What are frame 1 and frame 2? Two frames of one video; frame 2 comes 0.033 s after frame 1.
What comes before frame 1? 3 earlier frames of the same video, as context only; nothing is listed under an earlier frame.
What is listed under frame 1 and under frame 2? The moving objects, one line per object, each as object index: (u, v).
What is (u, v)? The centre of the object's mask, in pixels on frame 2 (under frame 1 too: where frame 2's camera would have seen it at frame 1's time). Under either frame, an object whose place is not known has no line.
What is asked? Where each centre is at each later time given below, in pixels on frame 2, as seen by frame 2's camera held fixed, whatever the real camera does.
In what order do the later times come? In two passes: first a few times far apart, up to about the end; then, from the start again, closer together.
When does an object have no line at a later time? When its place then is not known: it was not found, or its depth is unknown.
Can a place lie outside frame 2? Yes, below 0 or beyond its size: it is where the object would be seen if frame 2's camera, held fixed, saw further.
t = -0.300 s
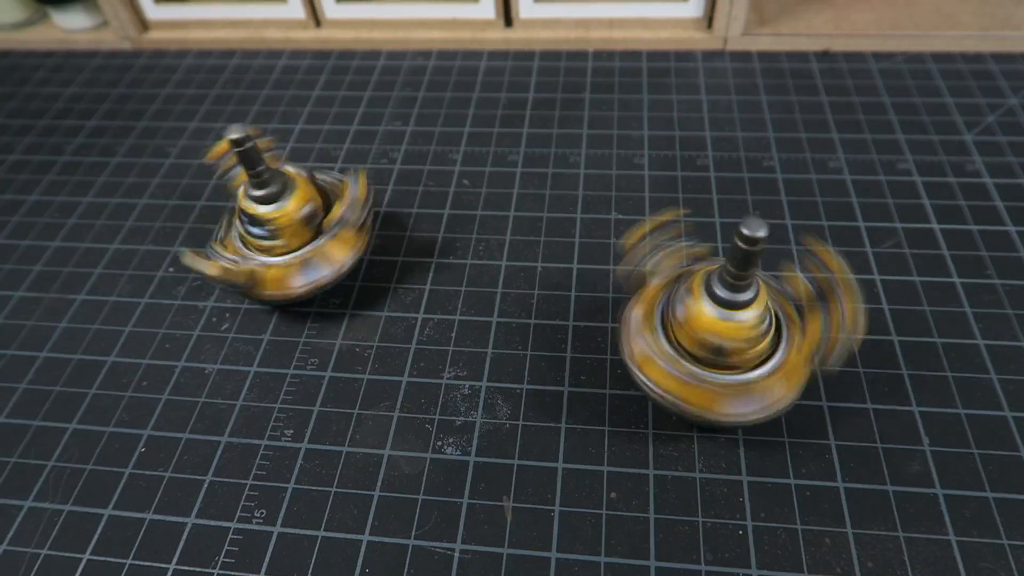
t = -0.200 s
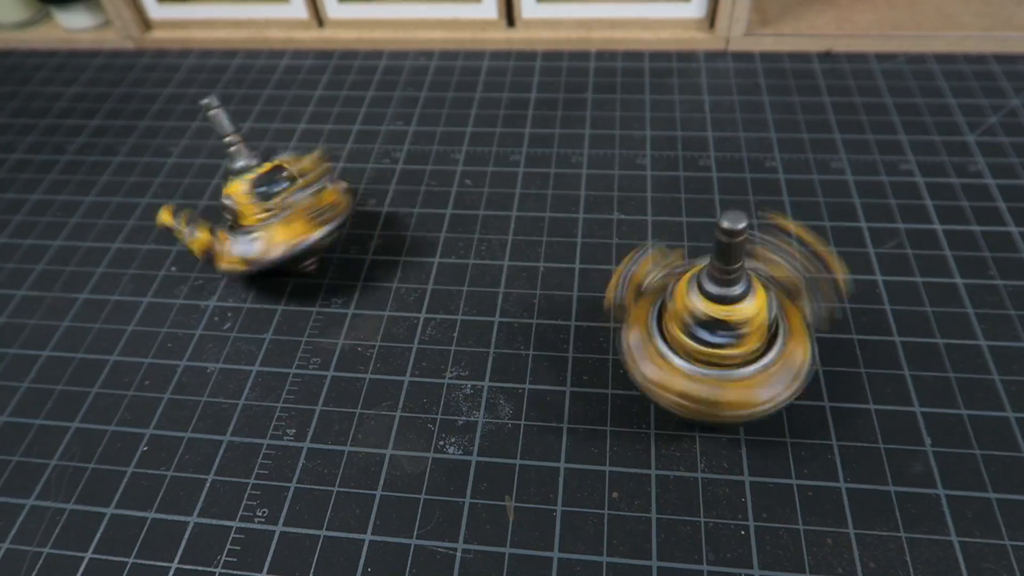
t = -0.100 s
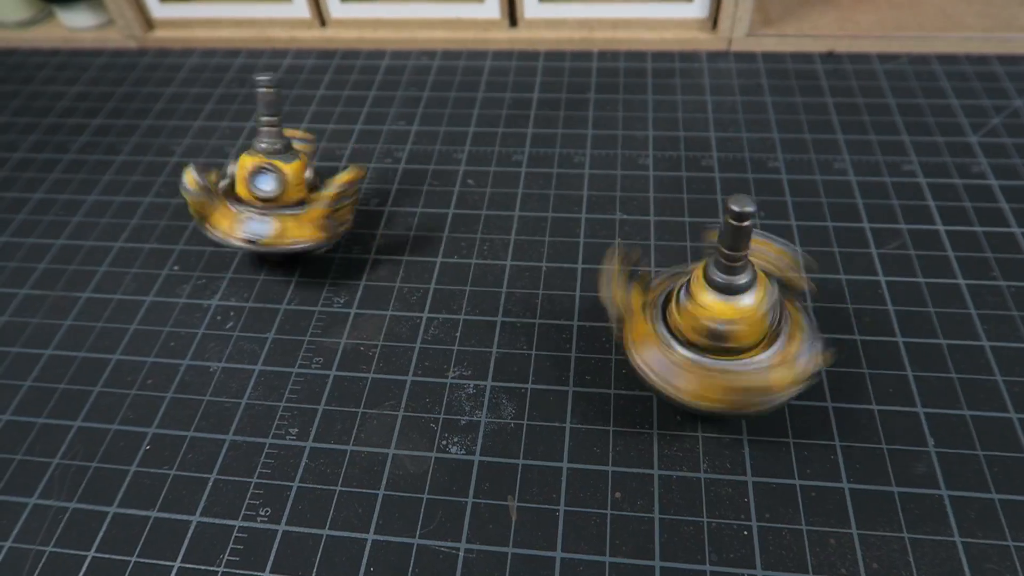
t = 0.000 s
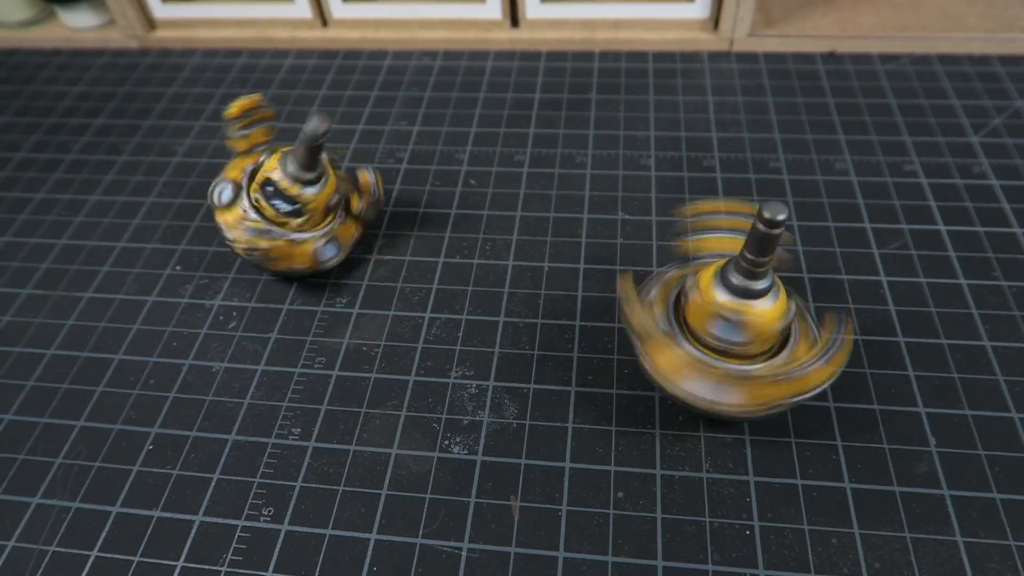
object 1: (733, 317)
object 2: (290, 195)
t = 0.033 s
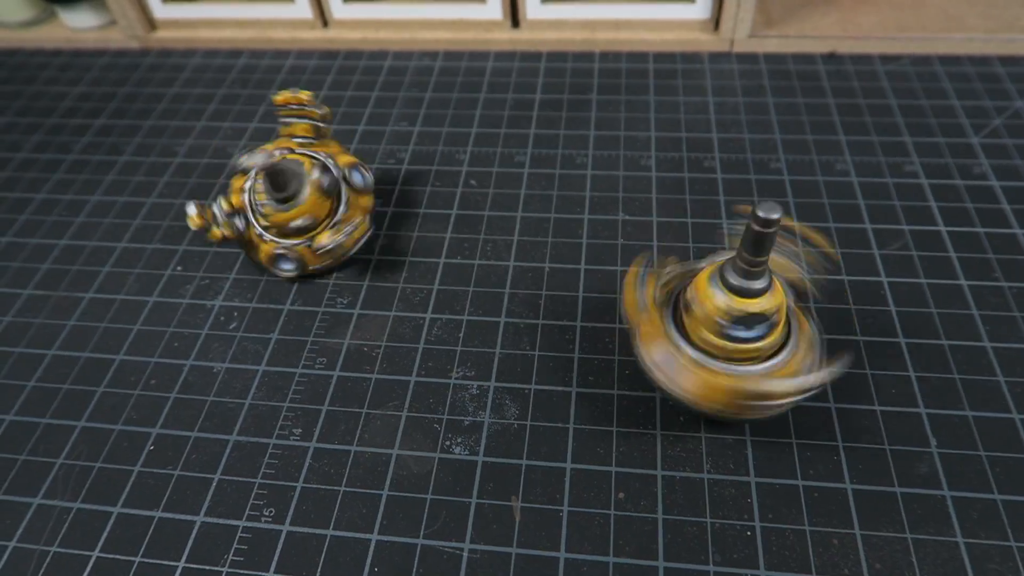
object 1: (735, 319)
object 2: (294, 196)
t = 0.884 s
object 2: (292, 178)
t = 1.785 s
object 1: (711, 320)
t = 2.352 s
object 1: (630, 237)
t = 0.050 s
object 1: (742, 324)
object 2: (294, 194)
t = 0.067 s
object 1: (733, 321)
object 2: (295, 191)
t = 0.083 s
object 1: (733, 320)
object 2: (294, 188)
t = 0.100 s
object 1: (739, 322)
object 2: (295, 186)
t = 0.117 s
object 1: (733, 319)
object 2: (294, 184)
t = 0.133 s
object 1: (732, 327)
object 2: (293, 183)
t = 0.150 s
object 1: (728, 321)
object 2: (292, 181)
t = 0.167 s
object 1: (727, 318)
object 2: (292, 181)
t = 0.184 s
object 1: (729, 321)
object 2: (292, 180)
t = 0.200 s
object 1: (730, 314)
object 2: (292, 179)
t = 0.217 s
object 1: (723, 322)
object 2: (292, 179)
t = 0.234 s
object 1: (722, 314)
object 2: (292, 179)
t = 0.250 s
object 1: (726, 311)
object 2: (291, 179)
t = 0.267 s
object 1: (726, 317)
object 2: (291, 179)
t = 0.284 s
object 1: (732, 311)
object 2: (291, 179)
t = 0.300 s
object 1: (723, 319)
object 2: (291, 180)
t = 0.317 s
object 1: (726, 313)
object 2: (291, 180)
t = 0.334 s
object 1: (731, 311)
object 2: (290, 180)
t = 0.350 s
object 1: (727, 318)
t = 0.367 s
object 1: (736, 314)
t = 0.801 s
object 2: (292, 178)
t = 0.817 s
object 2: (292, 178)
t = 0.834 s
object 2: (292, 178)
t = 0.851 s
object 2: (292, 178)
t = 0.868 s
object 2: (292, 178)
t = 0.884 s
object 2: (292, 178)
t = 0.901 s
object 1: (725, 312)
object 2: (292, 178)
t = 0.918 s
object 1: (731, 310)
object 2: (292, 178)
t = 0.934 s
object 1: (725, 310)
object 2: (292, 178)
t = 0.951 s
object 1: (729, 316)
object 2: (292, 178)
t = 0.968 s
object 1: (722, 310)
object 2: (292, 178)
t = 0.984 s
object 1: (723, 310)
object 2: (292, 178)
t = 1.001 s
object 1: (728, 308)
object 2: (292, 178)
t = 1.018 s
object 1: (721, 307)
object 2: (292, 178)
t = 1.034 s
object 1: (724, 313)
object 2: (292, 178)
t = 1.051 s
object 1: (719, 306)
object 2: (292, 178)
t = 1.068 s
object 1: (719, 307)
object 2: (292, 178)
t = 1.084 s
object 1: (726, 304)
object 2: (293, 178)
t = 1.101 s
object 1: (721, 302)
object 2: (293, 178)
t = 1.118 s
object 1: (727, 307)
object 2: (293, 178)
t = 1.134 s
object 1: (722, 302)
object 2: (293, 178)
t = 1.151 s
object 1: (725, 304)
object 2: (293, 178)
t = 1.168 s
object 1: (733, 302)
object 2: (293, 178)
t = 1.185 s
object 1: (727, 305)
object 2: (293, 178)
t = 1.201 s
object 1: (736, 309)
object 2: (293, 178)
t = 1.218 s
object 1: (727, 308)
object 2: (293, 178)
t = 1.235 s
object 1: (728, 309)
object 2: (293, 178)
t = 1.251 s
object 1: (737, 309)
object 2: (293, 178)
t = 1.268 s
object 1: (727, 312)
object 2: (293, 178)
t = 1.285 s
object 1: (735, 316)
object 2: (293, 178)
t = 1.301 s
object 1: (723, 314)
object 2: (293, 178)
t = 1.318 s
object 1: (723, 313)
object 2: (293, 178)
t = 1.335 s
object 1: (729, 312)
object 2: (293, 178)
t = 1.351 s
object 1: (719, 312)
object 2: (293, 178)
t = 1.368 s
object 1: (723, 315)
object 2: (293, 178)
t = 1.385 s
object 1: (714, 309)
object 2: (293, 178)
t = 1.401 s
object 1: (713, 309)
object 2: (293, 178)
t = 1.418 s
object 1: (720, 302)
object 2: (293, 178)
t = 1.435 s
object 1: (713, 305)
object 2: (293, 178)
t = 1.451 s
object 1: (721, 302)
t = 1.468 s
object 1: (714, 300)
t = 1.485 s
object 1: (718, 299)
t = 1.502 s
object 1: (726, 293)
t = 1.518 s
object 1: (723, 299)
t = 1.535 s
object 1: (734, 297)
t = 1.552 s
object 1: (727, 301)
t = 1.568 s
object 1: (733, 298)
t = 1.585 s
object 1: (740, 300)
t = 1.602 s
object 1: (739, 307)
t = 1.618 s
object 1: (747, 306)
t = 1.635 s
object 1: (737, 314)
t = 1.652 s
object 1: (737, 313)
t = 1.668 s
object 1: (740, 314)
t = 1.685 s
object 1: (737, 323)
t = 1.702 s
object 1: (737, 322)
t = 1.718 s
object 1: (724, 329)
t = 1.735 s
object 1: (719, 325)
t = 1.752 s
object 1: (719, 320)
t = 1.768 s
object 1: (710, 323)
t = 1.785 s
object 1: (711, 320)
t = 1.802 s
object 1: (696, 318)
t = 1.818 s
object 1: (696, 315)
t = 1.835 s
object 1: (696, 298)
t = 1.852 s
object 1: (702, 304)
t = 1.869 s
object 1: (701, 297)
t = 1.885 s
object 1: (696, 308)
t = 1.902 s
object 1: (690, 299)
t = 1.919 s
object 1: (685, 297)
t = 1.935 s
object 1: (692, 285)
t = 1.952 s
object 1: (687, 290)
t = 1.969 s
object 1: (691, 287)
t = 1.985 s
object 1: (680, 296)
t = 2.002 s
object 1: (674, 287)
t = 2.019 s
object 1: (667, 284)
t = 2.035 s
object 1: (671, 273)
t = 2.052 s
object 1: (669, 278)
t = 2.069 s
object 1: (667, 274)
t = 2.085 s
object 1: (664, 281)
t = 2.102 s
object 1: (653, 277)
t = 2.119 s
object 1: (649, 278)
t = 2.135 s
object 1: (643, 269)
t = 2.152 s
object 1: (644, 266)
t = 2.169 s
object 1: (637, 265)
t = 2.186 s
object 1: (642, 259)
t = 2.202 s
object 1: (641, 260)
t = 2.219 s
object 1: (635, 257)
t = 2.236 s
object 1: (634, 254)
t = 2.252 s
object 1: (629, 255)
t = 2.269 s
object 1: (630, 248)
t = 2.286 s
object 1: (625, 251)
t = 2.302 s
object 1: (624, 242)
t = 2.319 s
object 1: (630, 242)
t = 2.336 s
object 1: (629, 243)
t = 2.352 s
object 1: (630, 237)
